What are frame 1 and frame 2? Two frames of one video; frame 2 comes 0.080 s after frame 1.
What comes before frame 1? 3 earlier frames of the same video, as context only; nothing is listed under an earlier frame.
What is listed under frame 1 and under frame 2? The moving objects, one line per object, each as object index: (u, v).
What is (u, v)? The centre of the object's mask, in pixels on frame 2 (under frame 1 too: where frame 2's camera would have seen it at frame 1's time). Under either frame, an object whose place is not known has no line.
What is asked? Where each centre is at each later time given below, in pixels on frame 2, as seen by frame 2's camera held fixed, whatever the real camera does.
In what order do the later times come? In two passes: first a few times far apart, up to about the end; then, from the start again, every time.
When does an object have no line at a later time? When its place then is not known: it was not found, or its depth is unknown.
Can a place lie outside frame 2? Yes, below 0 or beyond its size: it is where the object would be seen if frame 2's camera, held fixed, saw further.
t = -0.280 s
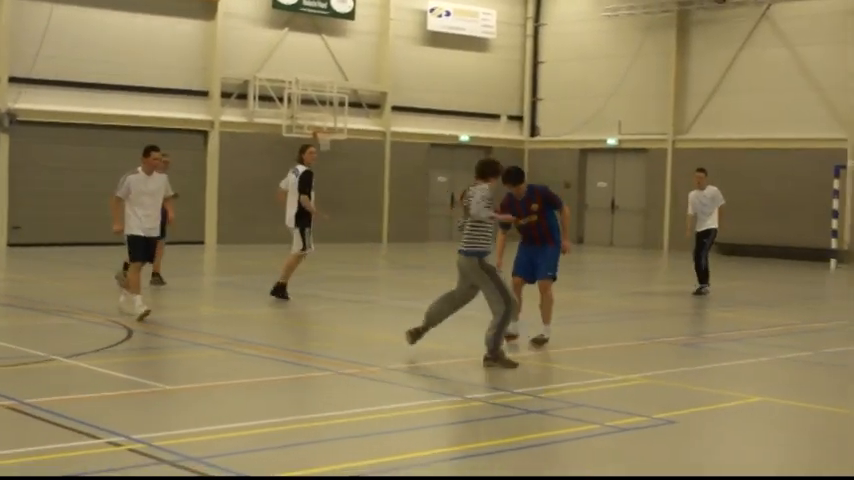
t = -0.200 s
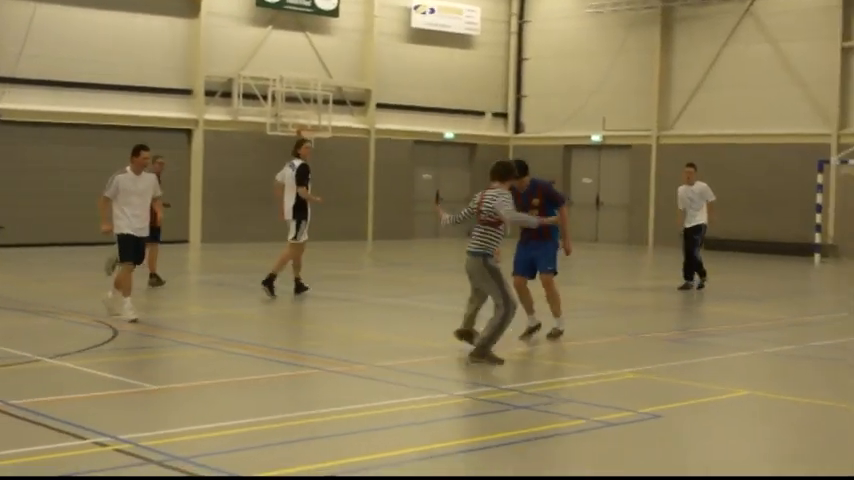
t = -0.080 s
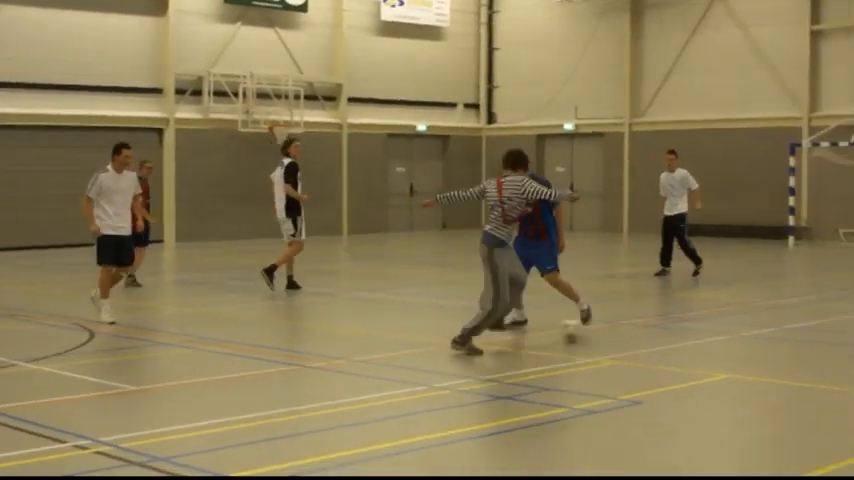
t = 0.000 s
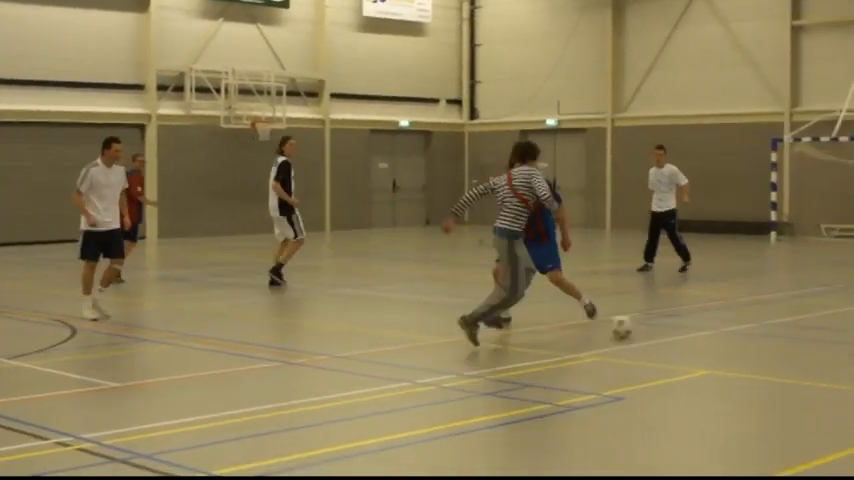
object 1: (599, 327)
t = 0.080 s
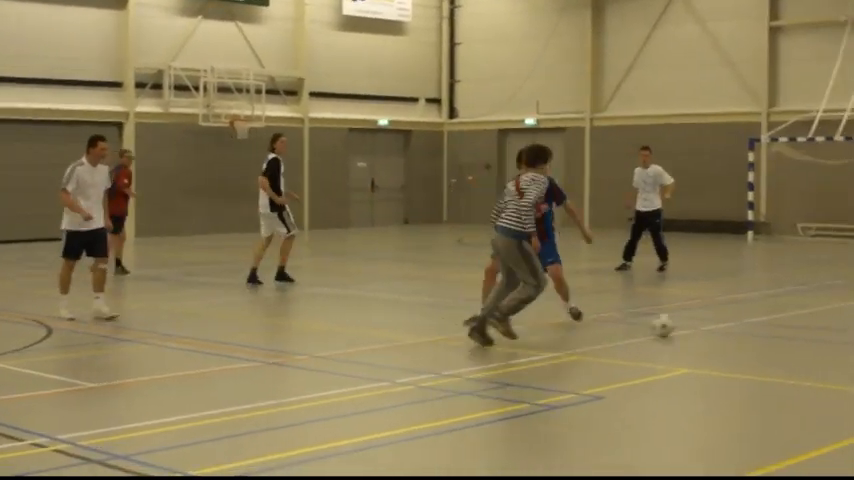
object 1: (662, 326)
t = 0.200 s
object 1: (747, 325)
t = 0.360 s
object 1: (842, 323)
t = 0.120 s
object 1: (692, 325)
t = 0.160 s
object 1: (719, 325)
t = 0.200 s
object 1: (747, 325)
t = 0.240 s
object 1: (772, 325)
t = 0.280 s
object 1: (796, 324)
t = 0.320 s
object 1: (819, 324)
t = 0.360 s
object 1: (842, 323)
